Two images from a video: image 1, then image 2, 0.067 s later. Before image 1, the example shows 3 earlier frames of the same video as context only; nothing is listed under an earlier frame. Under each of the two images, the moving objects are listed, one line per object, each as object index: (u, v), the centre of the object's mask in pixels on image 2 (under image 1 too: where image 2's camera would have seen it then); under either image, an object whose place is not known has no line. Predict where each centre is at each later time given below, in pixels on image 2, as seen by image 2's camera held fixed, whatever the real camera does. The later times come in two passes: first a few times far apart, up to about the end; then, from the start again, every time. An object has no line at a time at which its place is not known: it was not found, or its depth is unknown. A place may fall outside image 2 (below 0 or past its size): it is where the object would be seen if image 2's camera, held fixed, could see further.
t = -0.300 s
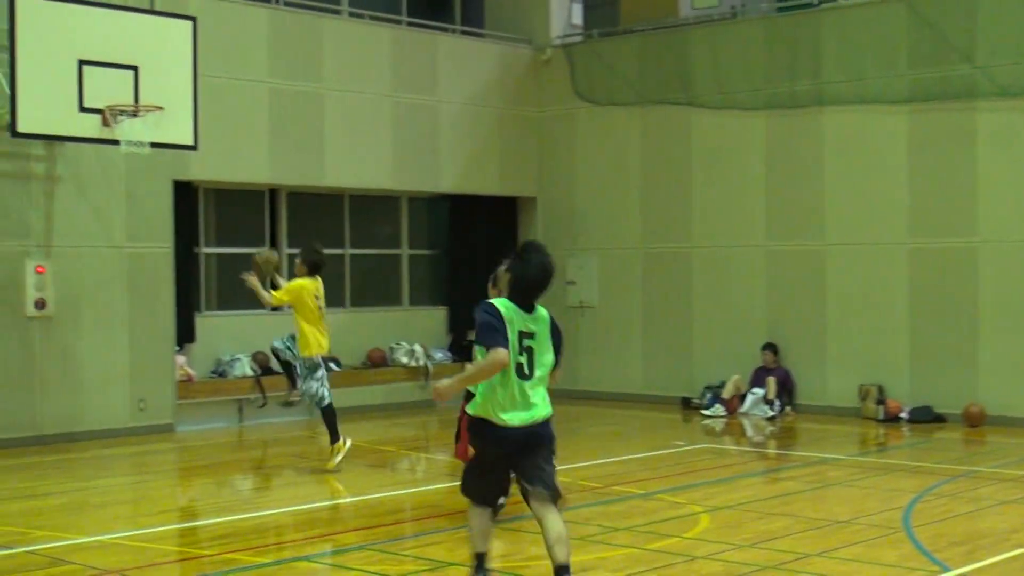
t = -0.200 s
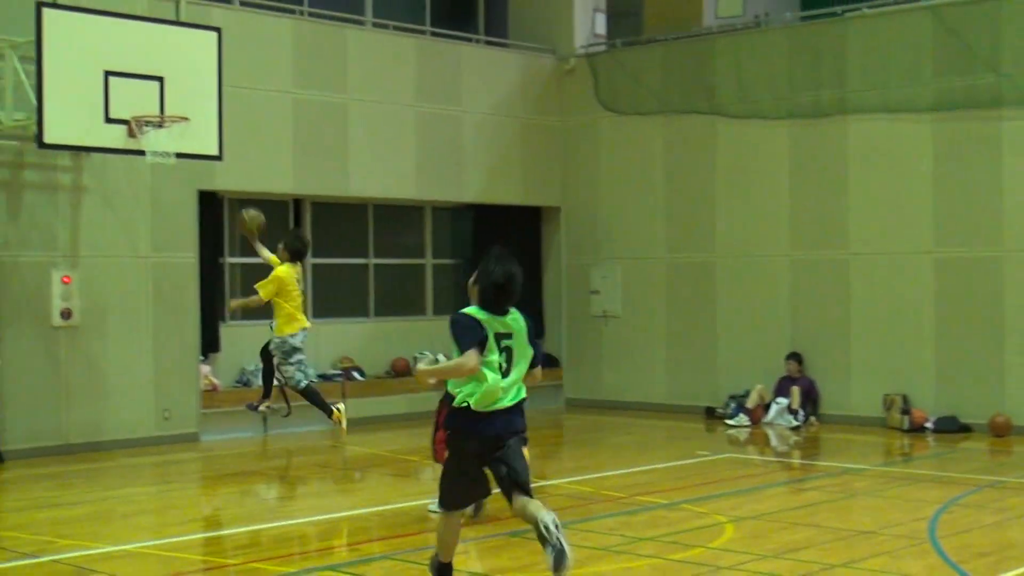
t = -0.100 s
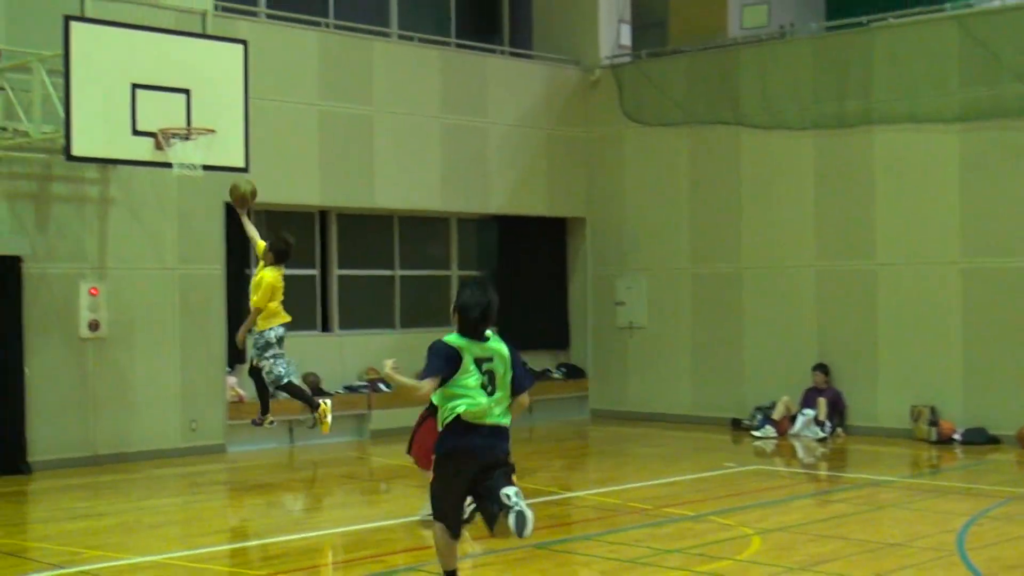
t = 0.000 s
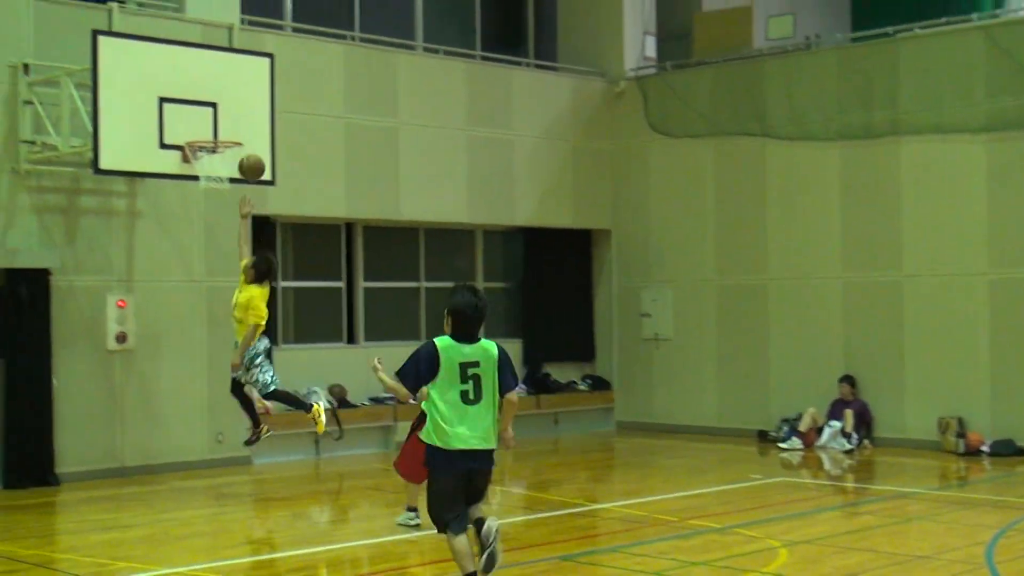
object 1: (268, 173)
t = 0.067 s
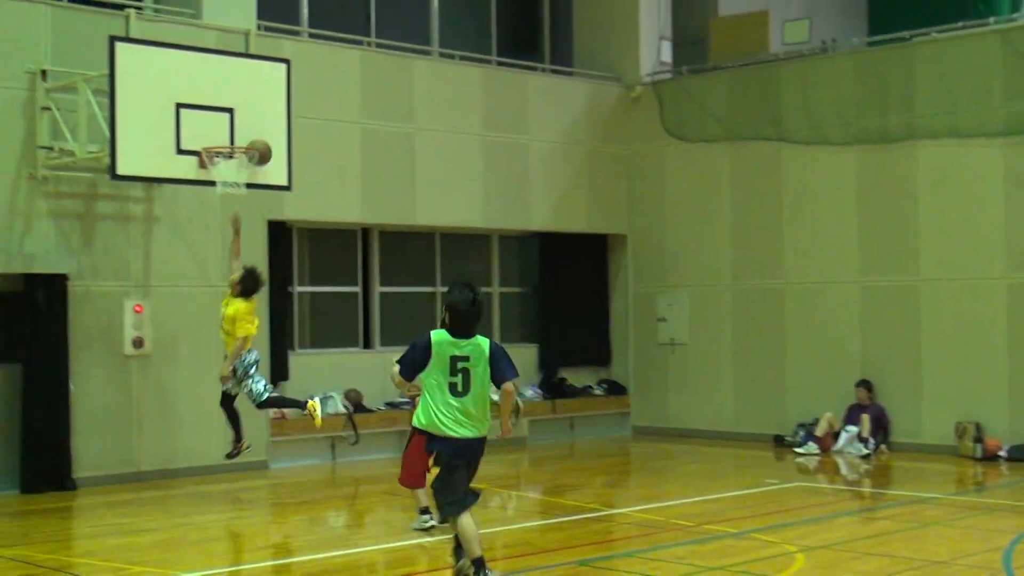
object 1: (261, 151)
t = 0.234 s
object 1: (253, 121)
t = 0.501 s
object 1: (261, 131)
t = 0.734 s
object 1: (266, 129)
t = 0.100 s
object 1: (255, 142)
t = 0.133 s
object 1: (251, 136)
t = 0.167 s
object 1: (251, 130)
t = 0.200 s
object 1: (252, 125)
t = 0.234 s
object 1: (253, 121)
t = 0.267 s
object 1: (254, 118)
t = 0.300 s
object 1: (255, 116)
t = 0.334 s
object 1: (255, 115)
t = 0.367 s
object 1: (256, 116)
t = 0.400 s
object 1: (257, 118)
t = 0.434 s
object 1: (258, 121)
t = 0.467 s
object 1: (259, 125)
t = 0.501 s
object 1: (261, 131)
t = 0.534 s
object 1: (262, 136)
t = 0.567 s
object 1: (262, 132)
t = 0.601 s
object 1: (263, 129)
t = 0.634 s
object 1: (264, 127)
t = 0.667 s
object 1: (265, 127)
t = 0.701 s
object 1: (265, 127)
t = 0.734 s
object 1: (266, 129)
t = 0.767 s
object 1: (267, 133)
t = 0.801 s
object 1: (267, 137)
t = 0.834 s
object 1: (270, 140)
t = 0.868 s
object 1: (273, 141)
